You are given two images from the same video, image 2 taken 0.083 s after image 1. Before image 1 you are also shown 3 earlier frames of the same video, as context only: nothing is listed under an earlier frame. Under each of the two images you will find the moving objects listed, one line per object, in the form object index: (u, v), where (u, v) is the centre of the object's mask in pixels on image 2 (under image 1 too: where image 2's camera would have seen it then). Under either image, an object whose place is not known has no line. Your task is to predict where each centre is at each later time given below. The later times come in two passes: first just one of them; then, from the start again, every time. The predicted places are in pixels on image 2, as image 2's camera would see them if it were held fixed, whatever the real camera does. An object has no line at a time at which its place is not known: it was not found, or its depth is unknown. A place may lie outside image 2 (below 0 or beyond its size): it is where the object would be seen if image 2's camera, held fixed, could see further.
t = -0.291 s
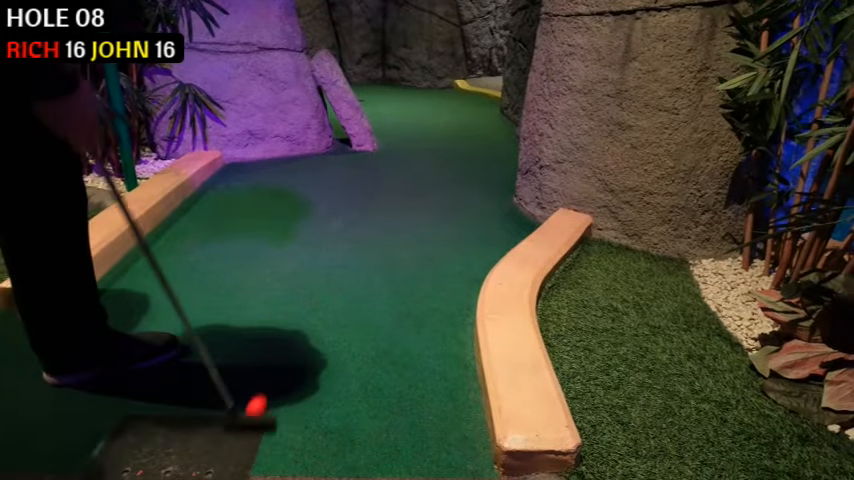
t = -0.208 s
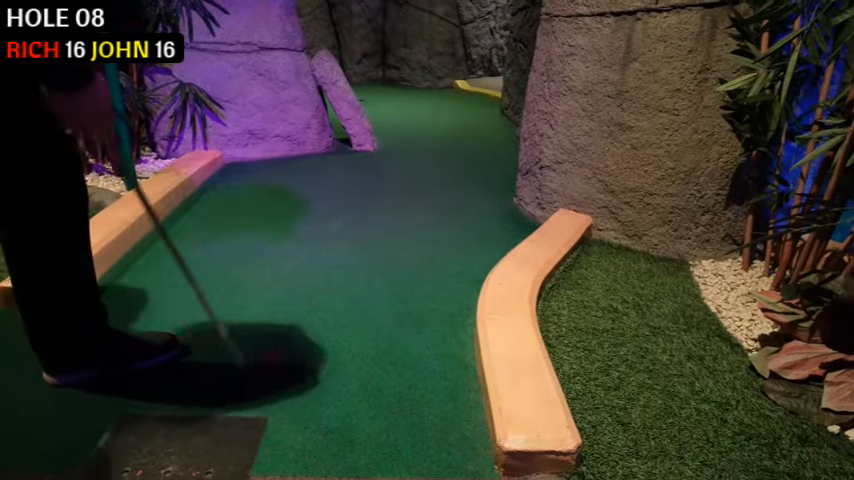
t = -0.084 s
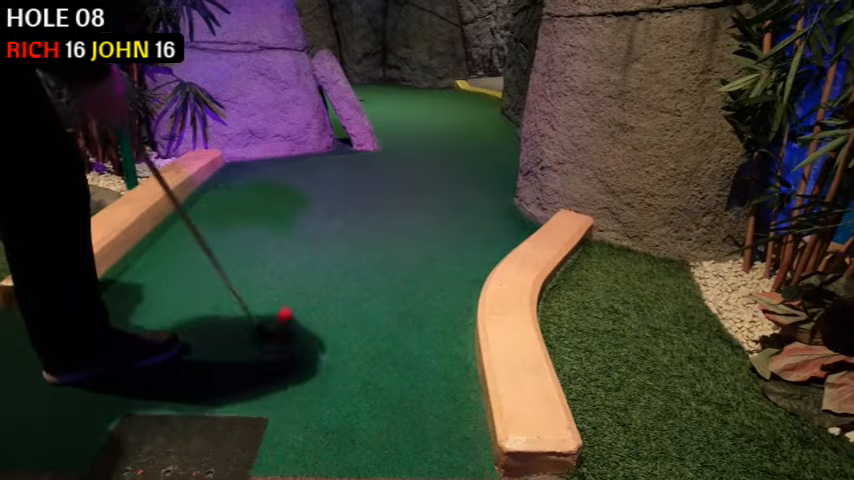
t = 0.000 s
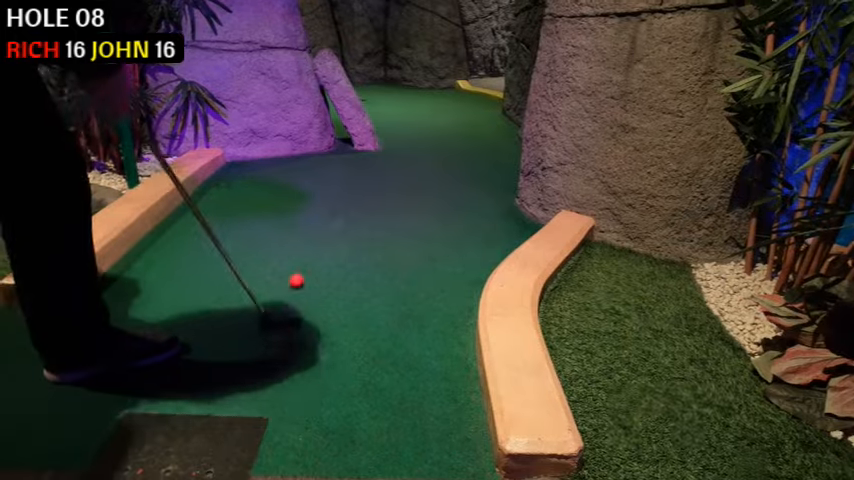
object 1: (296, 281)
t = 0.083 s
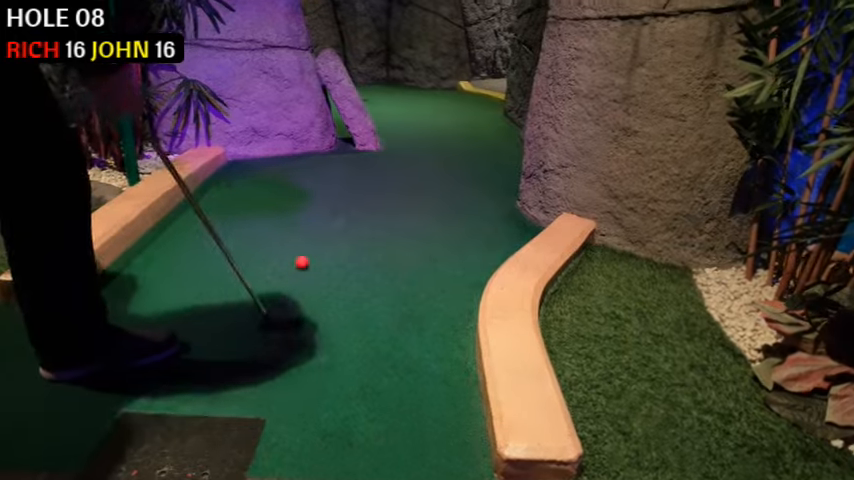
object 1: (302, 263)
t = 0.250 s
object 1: (311, 233)
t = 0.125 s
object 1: (304, 255)
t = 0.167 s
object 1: (307, 247)
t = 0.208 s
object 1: (309, 240)
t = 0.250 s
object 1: (311, 233)
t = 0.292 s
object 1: (313, 227)
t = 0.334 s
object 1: (315, 221)
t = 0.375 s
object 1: (317, 215)
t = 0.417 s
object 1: (318, 210)
